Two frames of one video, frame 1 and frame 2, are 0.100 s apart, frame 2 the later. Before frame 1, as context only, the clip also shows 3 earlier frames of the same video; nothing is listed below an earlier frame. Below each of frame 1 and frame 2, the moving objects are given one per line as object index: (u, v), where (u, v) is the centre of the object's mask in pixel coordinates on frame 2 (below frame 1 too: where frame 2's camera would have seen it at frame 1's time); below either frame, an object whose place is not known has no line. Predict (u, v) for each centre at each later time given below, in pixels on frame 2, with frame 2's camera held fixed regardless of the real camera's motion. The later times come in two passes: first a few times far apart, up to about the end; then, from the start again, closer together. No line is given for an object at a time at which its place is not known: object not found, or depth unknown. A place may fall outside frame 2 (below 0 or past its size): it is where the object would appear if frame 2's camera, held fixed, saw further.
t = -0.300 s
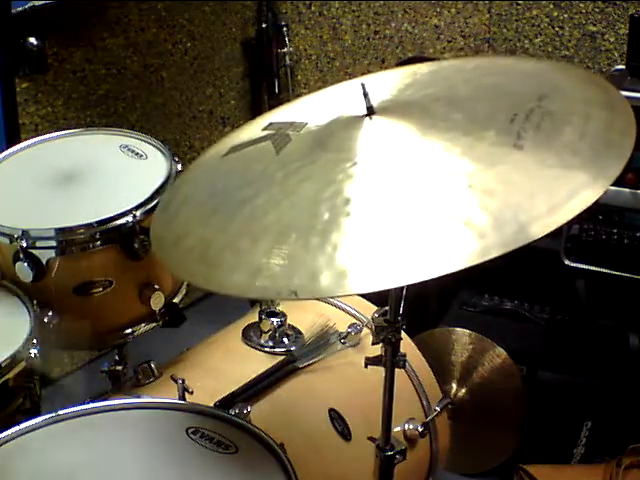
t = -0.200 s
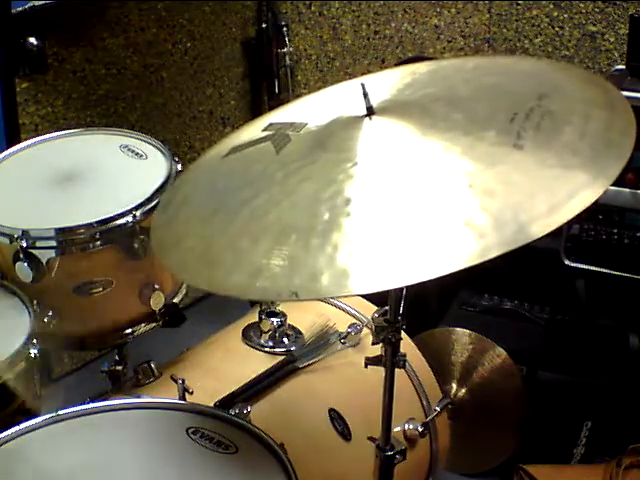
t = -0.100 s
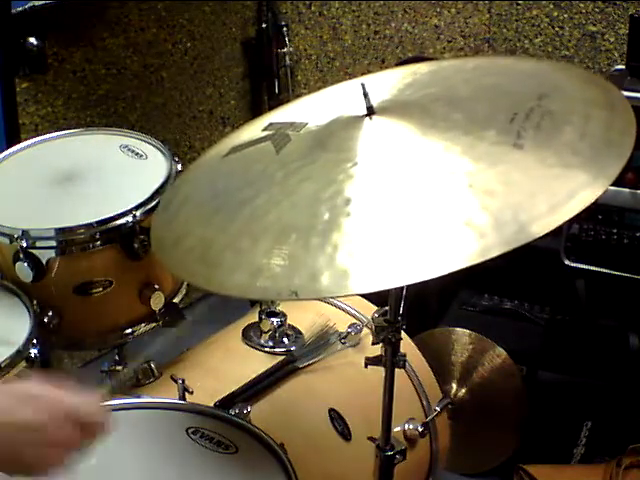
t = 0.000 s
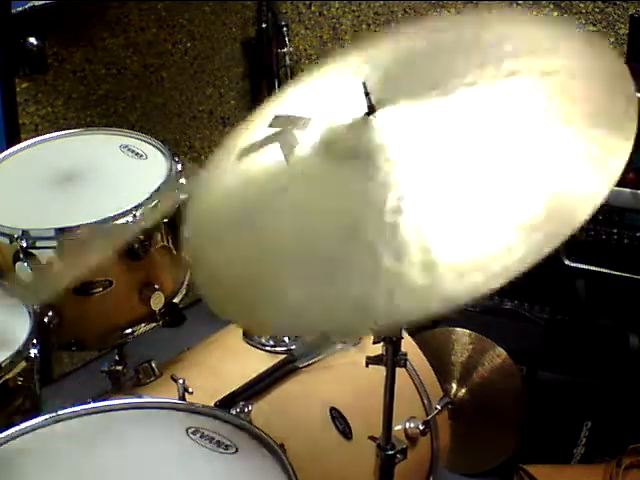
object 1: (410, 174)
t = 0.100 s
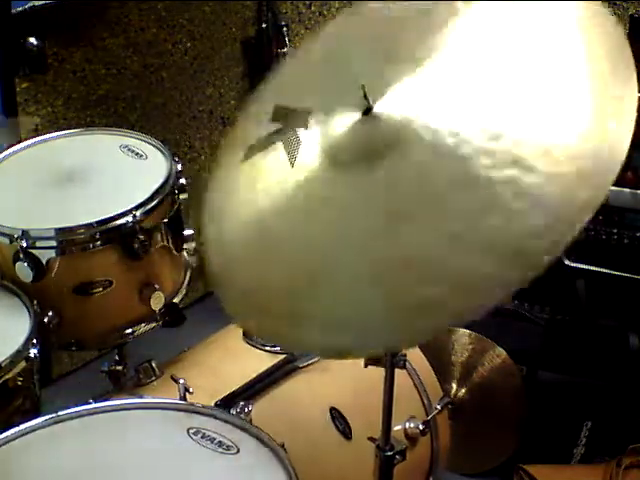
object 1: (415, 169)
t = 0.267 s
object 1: (414, 168)
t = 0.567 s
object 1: (375, 165)
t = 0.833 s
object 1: (368, 146)
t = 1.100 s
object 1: (398, 181)
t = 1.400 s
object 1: (409, 171)
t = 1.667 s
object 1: (383, 172)
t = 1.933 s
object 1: (381, 173)
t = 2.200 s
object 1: (402, 178)
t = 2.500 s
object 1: (394, 177)
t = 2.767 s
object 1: (387, 178)
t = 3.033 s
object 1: (399, 178)
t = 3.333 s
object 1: (393, 178)
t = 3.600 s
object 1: (394, 179)
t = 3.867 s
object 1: (395, 178)
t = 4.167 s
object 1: (394, 178)
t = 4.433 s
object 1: (394, 178)
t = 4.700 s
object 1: (395, 178)
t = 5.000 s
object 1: (394, 178)
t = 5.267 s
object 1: (395, 178)
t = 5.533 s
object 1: (394, 178)
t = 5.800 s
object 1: (395, 178)
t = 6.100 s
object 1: (394, 178)
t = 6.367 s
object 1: (395, 178)
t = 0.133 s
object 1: (415, 168)
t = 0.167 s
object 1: (415, 168)
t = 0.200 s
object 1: (415, 168)
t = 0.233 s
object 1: (416, 167)
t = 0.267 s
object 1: (414, 168)
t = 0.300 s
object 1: (414, 168)
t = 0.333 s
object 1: (413, 169)
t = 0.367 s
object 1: (409, 170)
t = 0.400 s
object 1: (404, 172)
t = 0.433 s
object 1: (397, 174)
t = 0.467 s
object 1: (388, 175)
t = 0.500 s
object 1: (384, 173)
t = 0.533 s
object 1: (380, 170)
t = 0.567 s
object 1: (375, 165)
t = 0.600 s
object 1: (371, 157)
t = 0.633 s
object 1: (372, 150)
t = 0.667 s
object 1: (377, 145)
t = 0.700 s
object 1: (366, 140)
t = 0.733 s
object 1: (370, 138)
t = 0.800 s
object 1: (362, 141)
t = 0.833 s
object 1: (368, 146)
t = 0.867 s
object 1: (371, 153)
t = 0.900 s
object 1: (375, 160)
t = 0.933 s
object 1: (376, 167)
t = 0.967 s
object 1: (377, 173)
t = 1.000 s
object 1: (381, 178)
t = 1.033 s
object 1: (387, 181)
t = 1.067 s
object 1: (393, 181)
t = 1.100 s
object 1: (398, 181)
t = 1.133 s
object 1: (402, 179)
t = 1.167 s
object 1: (407, 175)
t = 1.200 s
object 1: (410, 172)
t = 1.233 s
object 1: (411, 170)
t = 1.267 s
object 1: (412, 170)
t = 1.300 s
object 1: (412, 170)
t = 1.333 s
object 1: (412, 169)
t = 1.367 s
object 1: (411, 170)
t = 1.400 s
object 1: (409, 171)
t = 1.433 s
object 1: (408, 171)
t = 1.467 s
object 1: (406, 172)
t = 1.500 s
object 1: (403, 173)
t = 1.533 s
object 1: (399, 175)
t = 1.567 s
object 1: (395, 176)
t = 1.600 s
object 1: (390, 175)
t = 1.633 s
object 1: (386, 174)
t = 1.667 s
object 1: (383, 172)
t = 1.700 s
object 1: (382, 170)
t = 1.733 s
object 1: (381, 169)
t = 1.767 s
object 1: (381, 167)
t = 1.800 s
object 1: (380, 167)
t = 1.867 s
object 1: (379, 169)
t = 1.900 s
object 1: (381, 171)
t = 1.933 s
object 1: (381, 173)
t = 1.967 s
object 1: (383, 175)
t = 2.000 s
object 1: (383, 178)
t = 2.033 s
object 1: (387, 179)
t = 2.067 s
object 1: (391, 180)
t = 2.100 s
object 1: (395, 180)
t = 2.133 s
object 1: (397, 180)
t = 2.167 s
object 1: (400, 179)
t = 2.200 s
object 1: (402, 178)
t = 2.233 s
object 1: (403, 177)
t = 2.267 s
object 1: (403, 177)
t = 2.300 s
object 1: (404, 176)
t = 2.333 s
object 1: (403, 176)
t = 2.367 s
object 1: (402, 176)
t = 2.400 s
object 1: (401, 176)
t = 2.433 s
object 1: (399, 176)
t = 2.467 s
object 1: (396, 177)
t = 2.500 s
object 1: (394, 177)
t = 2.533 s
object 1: (391, 177)
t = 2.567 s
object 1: (390, 176)
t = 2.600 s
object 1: (389, 176)
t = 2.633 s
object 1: (387, 176)
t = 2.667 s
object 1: (387, 176)
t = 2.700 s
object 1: (386, 176)
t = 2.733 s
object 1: (387, 177)
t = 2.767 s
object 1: (387, 178)
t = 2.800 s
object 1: (388, 178)
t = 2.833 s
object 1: (389, 179)
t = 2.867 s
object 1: (390, 179)
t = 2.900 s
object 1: (392, 180)
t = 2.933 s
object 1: (394, 180)
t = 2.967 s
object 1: (397, 179)
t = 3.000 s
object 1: (398, 179)
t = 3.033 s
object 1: (399, 178)
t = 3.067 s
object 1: (399, 178)
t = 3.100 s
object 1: (399, 178)
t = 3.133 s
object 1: (399, 177)
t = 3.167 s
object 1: (399, 177)
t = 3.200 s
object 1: (397, 177)
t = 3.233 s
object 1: (397, 177)
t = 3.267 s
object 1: (395, 177)
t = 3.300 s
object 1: (394, 178)
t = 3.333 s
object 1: (393, 178)
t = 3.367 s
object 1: (392, 178)
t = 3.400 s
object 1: (391, 178)
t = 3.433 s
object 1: (391, 178)
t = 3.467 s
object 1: (392, 178)
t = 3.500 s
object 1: (392, 179)
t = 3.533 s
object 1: (393, 178)
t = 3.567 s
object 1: (393, 179)
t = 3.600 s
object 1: (394, 179)
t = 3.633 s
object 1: (395, 178)
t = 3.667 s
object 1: (395, 178)
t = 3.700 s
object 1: (396, 178)
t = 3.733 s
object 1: (396, 178)
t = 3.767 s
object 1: (396, 178)
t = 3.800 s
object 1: (396, 178)
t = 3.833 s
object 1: (396, 178)
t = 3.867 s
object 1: (395, 178)
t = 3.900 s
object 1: (394, 178)
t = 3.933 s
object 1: (394, 178)
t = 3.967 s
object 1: (394, 178)
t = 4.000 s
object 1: (394, 178)
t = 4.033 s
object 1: (394, 178)
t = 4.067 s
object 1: (394, 178)
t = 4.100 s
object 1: (394, 178)
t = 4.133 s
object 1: (394, 178)
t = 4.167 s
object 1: (394, 178)
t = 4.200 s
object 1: (394, 178)
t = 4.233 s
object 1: (394, 178)
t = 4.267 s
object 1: (394, 178)
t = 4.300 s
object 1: (394, 178)
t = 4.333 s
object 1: (395, 178)
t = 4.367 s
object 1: (395, 178)
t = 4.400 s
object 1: (395, 178)
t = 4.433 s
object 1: (394, 178)
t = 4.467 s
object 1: (394, 178)
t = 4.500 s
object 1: (394, 178)
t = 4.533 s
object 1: (394, 178)
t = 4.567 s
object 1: (395, 178)
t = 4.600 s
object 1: (395, 178)
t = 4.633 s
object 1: (395, 178)
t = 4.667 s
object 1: (395, 178)
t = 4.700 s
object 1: (395, 178)
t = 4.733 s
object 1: (395, 178)
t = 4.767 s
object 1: (395, 178)
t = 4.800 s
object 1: (394, 178)
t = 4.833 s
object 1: (394, 178)
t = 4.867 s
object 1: (395, 178)
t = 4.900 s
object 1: (395, 178)
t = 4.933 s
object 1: (395, 178)
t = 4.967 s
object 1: (395, 178)
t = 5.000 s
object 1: (394, 178)
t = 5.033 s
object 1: (394, 178)
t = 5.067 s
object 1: (394, 178)
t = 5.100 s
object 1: (395, 178)
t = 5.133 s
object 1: (395, 178)
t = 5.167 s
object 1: (395, 178)
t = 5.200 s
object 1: (395, 178)
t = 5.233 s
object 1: (395, 178)
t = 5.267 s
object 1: (395, 178)
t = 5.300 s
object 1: (395, 178)
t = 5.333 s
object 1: (394, 178)
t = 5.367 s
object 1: (395, 178)
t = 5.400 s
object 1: (395, 178)
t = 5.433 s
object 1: (395, 178)
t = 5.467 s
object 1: (395, 178)
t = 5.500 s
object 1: (395, 178)
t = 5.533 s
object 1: (394, 178)
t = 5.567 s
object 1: (394, 178)
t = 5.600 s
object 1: (395, 178)
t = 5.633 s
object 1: (395, 178)
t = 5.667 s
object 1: (395, 178)
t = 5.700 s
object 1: (395, 178)
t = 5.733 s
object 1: (395, 178)
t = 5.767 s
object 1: (395, 178)
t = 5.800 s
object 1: (395, 178)
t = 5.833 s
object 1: (395, 178)
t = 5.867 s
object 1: (395, 178)
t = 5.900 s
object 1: (395, 178)
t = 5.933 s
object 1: (394, 178)
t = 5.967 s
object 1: (395, 178)
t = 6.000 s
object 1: (395, 178)
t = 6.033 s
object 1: (395, 178)
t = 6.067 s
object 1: (395, 178)
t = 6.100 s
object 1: (394, 178)
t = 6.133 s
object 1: (395, 178)
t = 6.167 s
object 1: (395, 178)
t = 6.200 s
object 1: (395, 178)
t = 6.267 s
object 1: (395, 178)
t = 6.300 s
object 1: (395, 178)
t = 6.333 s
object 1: (395, 178)
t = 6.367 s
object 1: (395, 178)
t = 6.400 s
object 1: (395, 178)
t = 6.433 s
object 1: (395, 178)
